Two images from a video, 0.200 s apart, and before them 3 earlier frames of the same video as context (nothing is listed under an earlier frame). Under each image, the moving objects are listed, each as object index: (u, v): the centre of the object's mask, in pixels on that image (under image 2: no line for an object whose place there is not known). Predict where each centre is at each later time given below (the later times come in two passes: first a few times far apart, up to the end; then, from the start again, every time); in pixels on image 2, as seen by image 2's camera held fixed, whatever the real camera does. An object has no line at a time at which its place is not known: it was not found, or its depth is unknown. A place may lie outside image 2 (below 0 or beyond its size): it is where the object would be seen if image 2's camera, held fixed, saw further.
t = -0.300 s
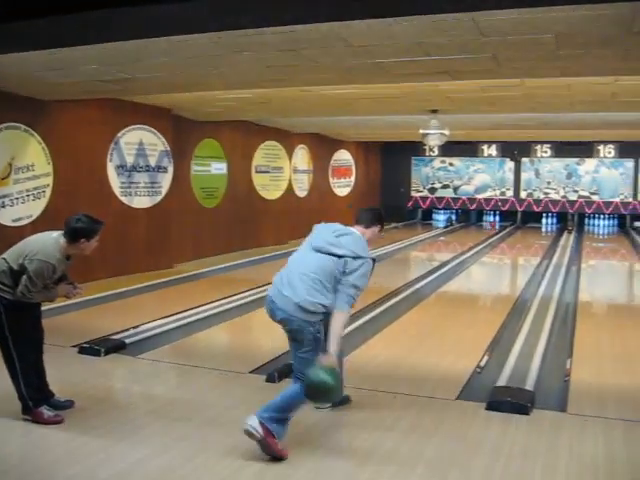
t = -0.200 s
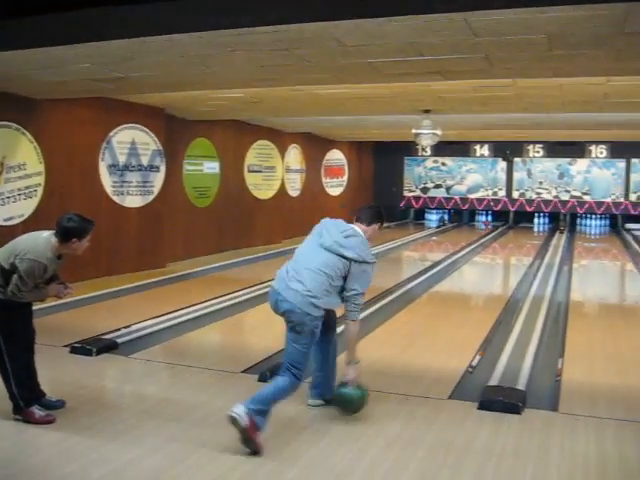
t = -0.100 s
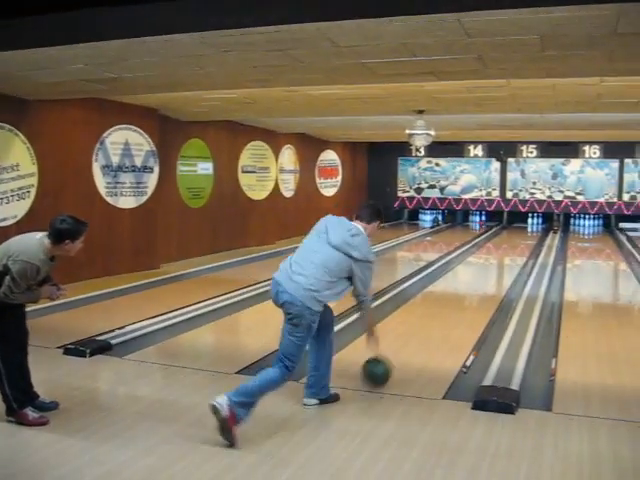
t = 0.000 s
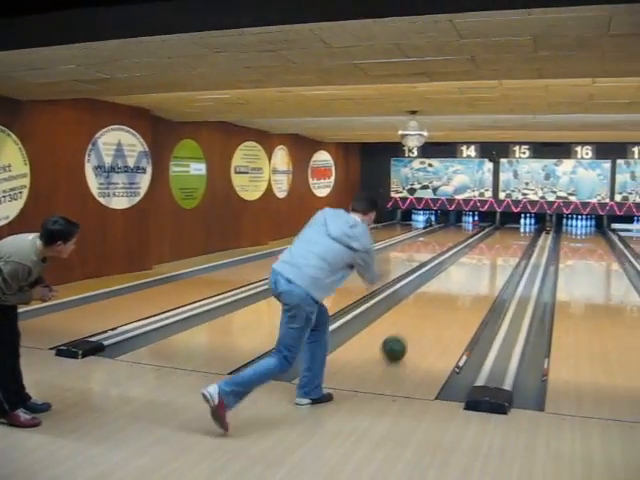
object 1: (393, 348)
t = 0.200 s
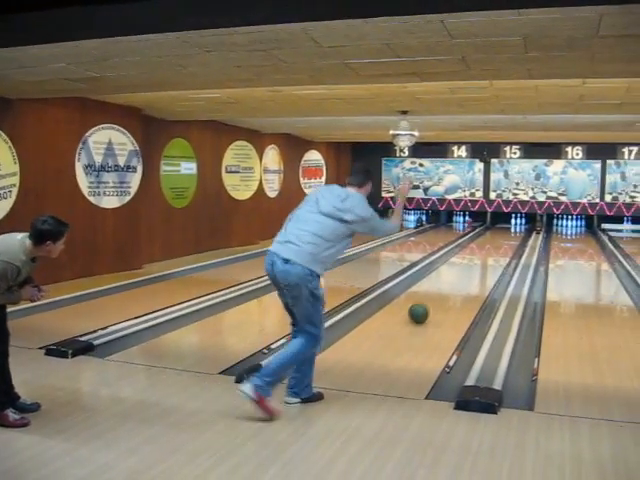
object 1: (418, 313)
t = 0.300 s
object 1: (430, 301)
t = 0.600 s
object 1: (454, 275)
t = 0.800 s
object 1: (463, 263)
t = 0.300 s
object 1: (430, 301)
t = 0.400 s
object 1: (440, 291)
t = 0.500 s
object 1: (448, 282)
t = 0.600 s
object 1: (454, 275)
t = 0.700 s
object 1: (459, 269)
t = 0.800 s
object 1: (463, 263)
